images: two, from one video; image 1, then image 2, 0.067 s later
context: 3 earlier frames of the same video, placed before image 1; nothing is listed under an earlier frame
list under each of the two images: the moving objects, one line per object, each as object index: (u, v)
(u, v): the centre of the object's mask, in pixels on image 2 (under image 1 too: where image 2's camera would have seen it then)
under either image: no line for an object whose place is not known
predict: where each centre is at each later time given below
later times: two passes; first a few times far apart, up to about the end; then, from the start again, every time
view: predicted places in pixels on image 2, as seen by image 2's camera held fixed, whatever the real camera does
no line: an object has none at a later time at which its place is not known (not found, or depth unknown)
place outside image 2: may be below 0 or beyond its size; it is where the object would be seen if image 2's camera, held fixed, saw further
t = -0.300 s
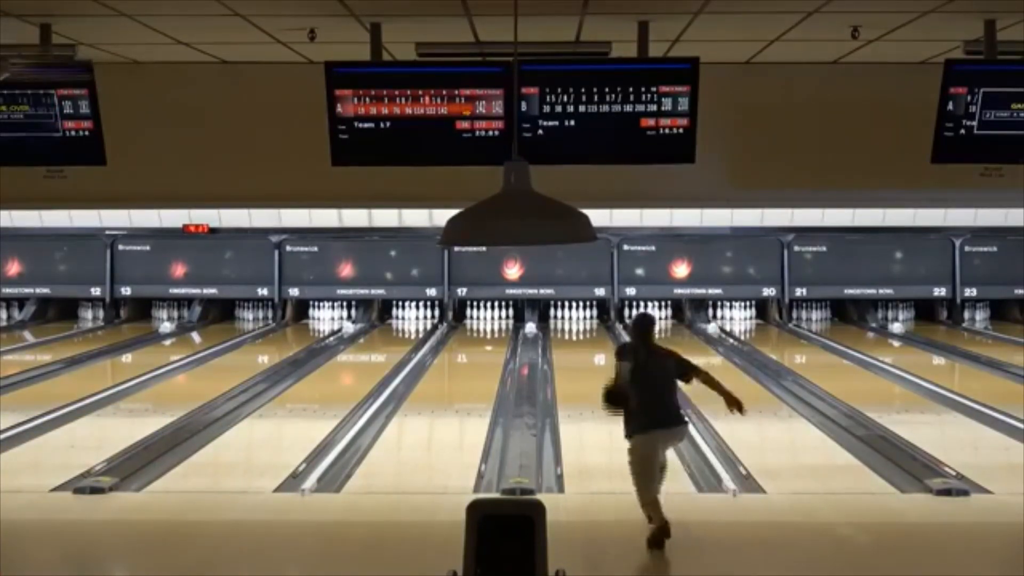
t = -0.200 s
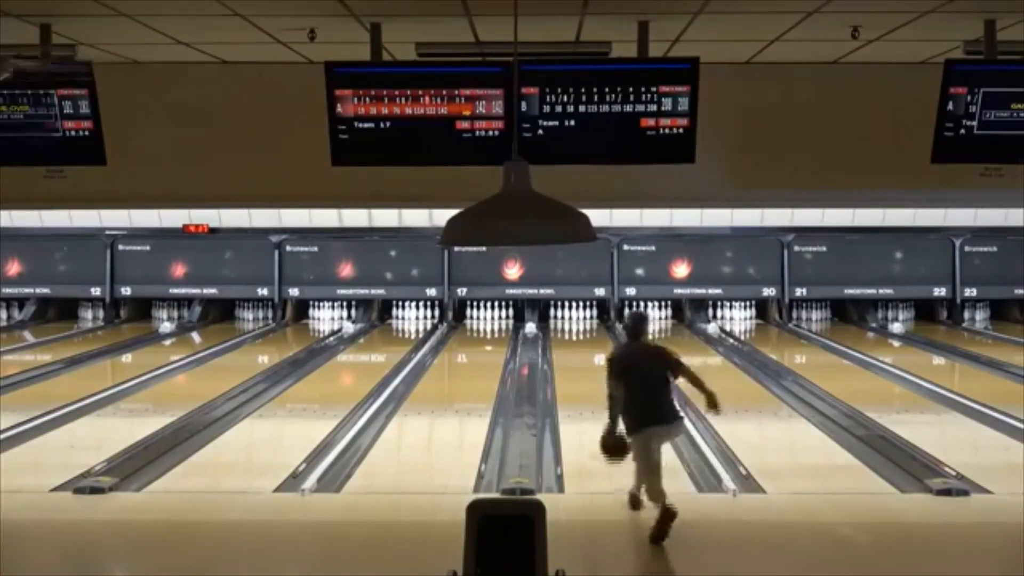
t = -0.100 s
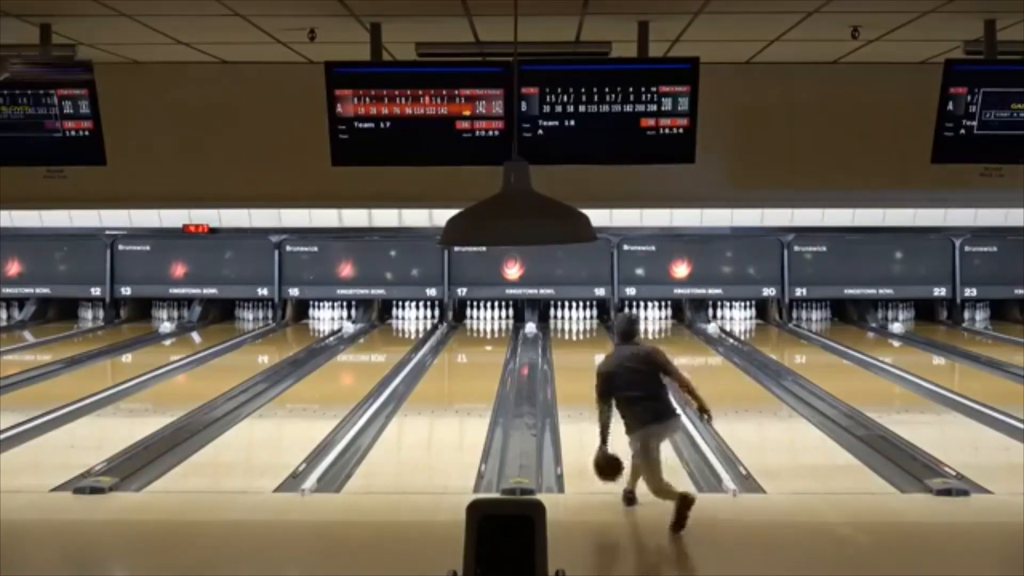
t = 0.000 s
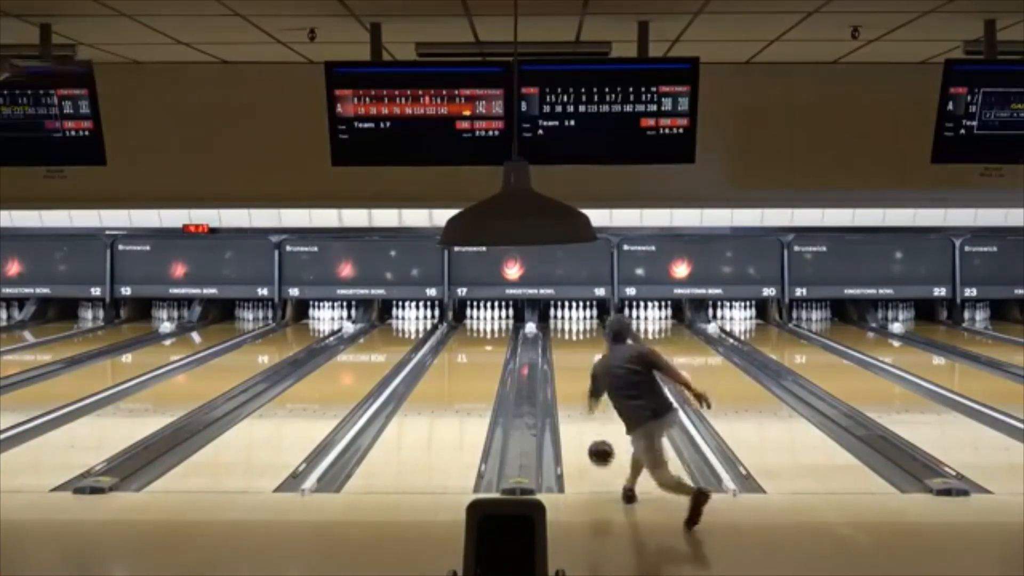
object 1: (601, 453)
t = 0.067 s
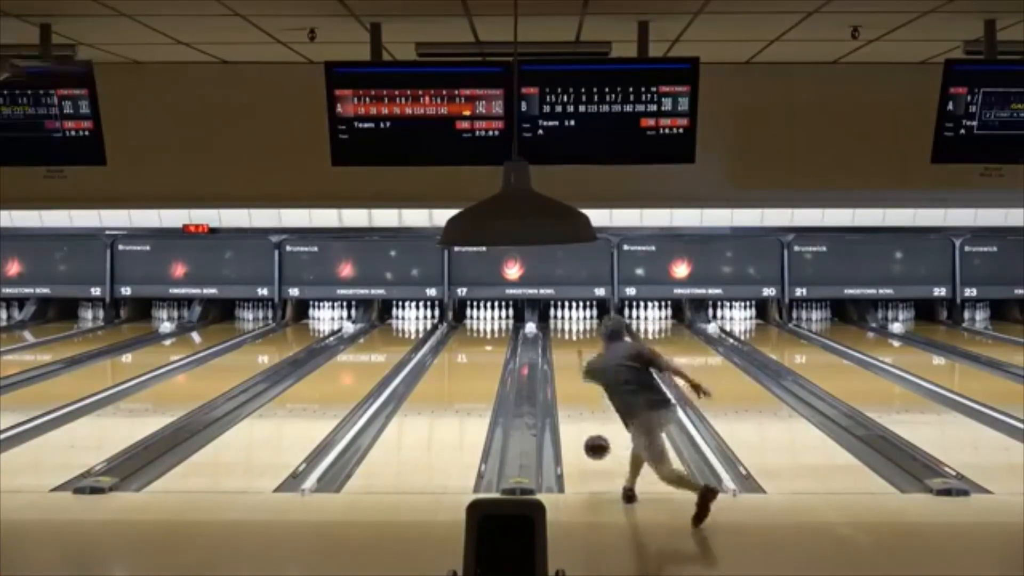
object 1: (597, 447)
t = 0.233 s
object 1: (588, 437)
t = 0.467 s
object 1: (579, 409)
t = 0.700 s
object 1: (571, 388)
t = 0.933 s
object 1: (568, 369)
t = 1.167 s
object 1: (564, 356)
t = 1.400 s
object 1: (562, 345)
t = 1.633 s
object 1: (559, 336)
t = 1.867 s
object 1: (560, 329)
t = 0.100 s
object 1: (595, 446)
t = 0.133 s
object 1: (593, 447)
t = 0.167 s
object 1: (592, 448)
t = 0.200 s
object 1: (589, 443)
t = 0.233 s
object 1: (588, 437)
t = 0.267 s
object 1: (586, 432)
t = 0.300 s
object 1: (585, 427)
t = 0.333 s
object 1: (583, 423)
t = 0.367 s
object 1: (583, 419)
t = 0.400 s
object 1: (581, 415)
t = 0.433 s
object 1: (580, 413)
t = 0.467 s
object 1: (579, 409)
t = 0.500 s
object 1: (577, 405)
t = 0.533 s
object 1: (576, 402)
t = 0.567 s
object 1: (576, 399)
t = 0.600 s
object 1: (572, 396)
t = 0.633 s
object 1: (572, 393)
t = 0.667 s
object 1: (571, 391)
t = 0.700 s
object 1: (571, 388)
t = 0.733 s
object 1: (570, 385)
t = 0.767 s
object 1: (570, 382)
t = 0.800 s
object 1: (569, 379)
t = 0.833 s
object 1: (569, 376)
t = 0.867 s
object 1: (569, 374)
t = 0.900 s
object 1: (569, 371)
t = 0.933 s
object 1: (568, 369)
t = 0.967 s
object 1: (567, 366)
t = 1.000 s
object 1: (566, 365)
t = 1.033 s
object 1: (566, 363)
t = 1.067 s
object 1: (565, 361)
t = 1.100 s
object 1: (565, 360)
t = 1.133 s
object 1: (564, 357)
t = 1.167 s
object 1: (564, 356)
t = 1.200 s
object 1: (563, 355)
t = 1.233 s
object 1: (563, 353)
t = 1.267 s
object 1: (563, 352)
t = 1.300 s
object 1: (562, 351)
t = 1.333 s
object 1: (562, 350)
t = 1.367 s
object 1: (563, 346)
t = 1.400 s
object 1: (562, 345)
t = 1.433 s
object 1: (561, 344)
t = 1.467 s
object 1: (561, 343)
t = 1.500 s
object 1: (561, 341)
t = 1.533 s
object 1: (560, 340)
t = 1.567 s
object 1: (560, 337)
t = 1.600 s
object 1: (559, 334)
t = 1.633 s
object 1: (559, 336)
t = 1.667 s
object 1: (559, 333)
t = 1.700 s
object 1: (560, 333)
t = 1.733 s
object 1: (559, 333)
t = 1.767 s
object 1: (559, 331)
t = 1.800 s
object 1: (559, 331)
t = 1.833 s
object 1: (559, 329)
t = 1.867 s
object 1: (560, 329)
